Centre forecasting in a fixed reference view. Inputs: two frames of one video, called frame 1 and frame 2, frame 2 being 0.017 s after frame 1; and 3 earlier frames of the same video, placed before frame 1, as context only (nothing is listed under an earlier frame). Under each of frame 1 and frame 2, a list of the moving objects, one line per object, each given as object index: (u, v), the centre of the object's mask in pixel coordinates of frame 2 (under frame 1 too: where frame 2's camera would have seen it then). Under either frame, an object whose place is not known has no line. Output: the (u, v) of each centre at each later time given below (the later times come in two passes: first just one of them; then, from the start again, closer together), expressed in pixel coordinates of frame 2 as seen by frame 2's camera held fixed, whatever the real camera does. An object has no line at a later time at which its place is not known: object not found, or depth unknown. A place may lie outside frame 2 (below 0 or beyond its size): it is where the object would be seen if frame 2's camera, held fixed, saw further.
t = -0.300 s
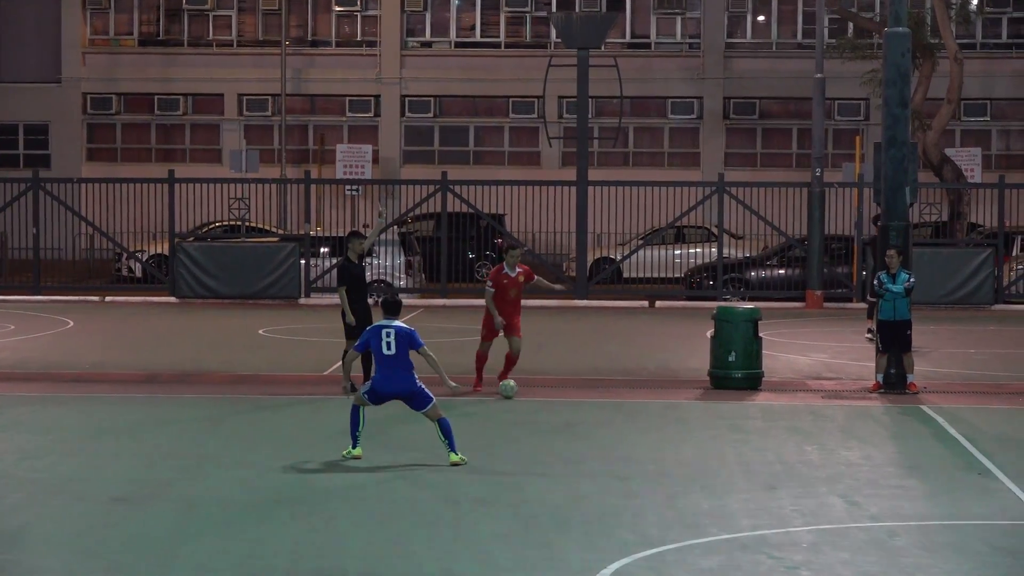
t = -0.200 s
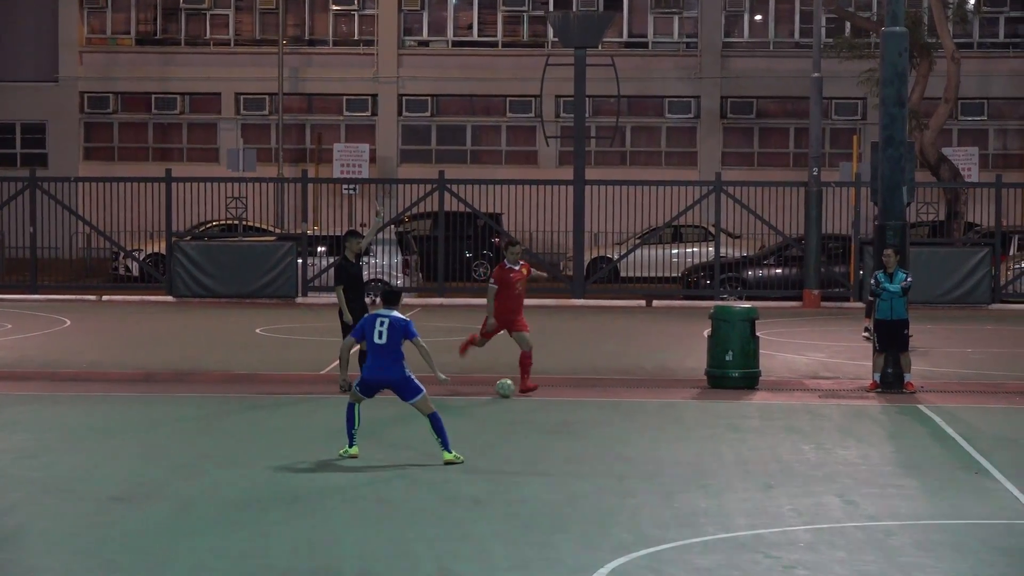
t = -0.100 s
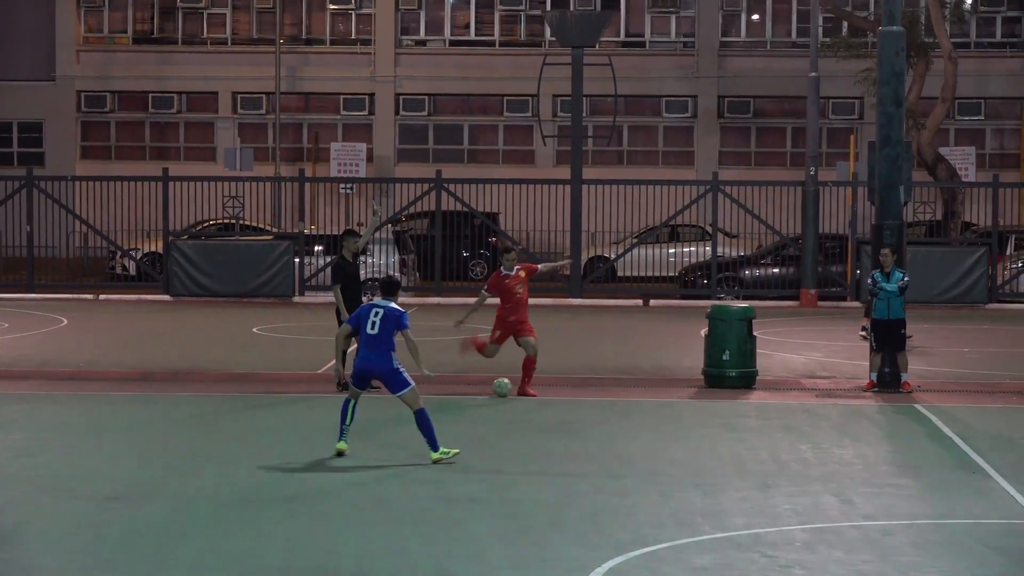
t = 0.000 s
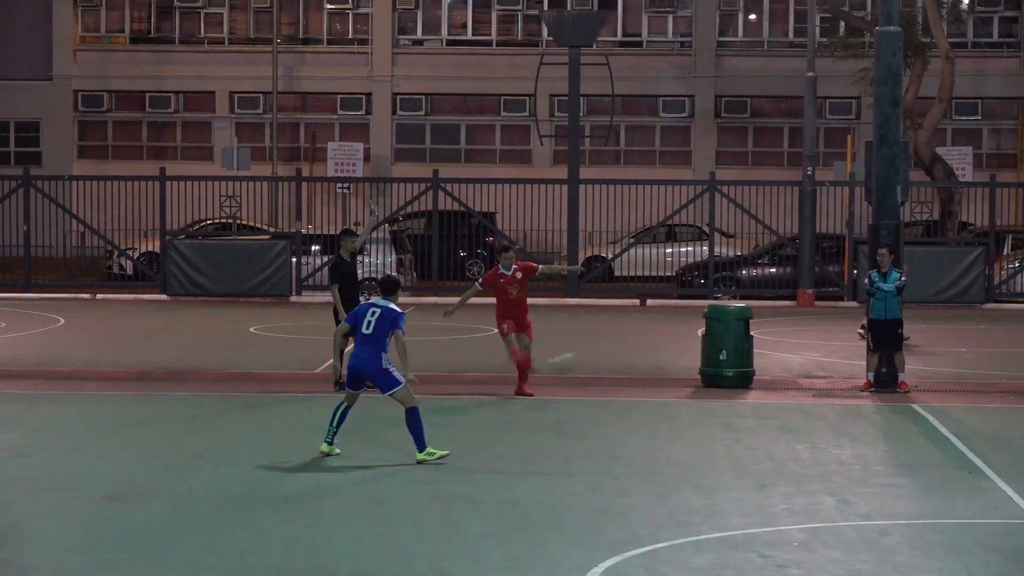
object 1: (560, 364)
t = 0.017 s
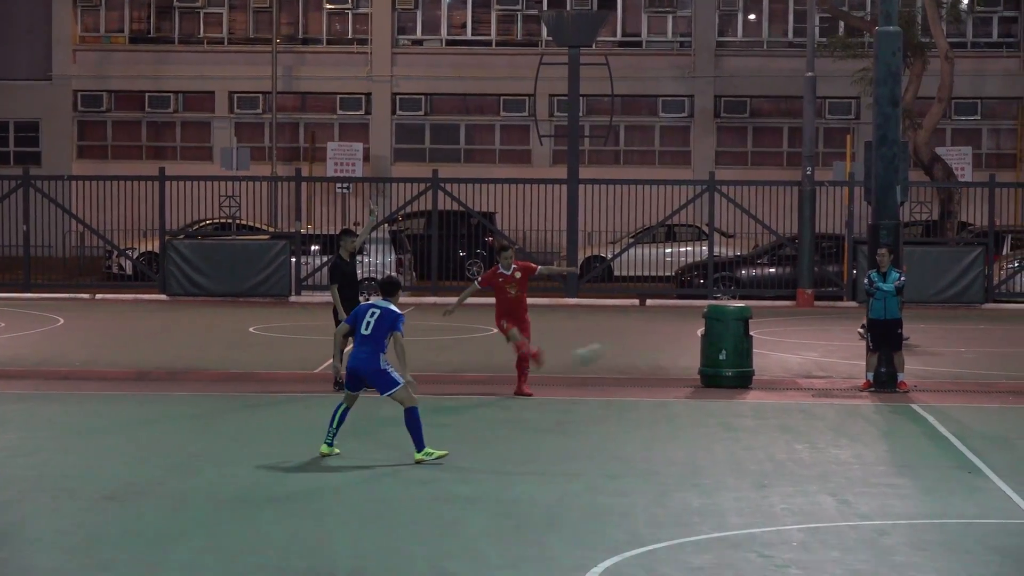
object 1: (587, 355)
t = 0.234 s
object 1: (927, 261)
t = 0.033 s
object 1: (610, 348)
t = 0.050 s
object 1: (635, 338)
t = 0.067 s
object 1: (662, 331)
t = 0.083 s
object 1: (685, 323)
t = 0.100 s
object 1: (713, 315)
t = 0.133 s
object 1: (763, 298)
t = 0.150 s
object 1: (788, 294)
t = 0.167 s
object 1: (815, 288)
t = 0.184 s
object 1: (842, 281)
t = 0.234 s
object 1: (927, 261)
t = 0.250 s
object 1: (956, 255)
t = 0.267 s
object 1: (985, 249)
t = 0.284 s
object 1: (1013, 244)
